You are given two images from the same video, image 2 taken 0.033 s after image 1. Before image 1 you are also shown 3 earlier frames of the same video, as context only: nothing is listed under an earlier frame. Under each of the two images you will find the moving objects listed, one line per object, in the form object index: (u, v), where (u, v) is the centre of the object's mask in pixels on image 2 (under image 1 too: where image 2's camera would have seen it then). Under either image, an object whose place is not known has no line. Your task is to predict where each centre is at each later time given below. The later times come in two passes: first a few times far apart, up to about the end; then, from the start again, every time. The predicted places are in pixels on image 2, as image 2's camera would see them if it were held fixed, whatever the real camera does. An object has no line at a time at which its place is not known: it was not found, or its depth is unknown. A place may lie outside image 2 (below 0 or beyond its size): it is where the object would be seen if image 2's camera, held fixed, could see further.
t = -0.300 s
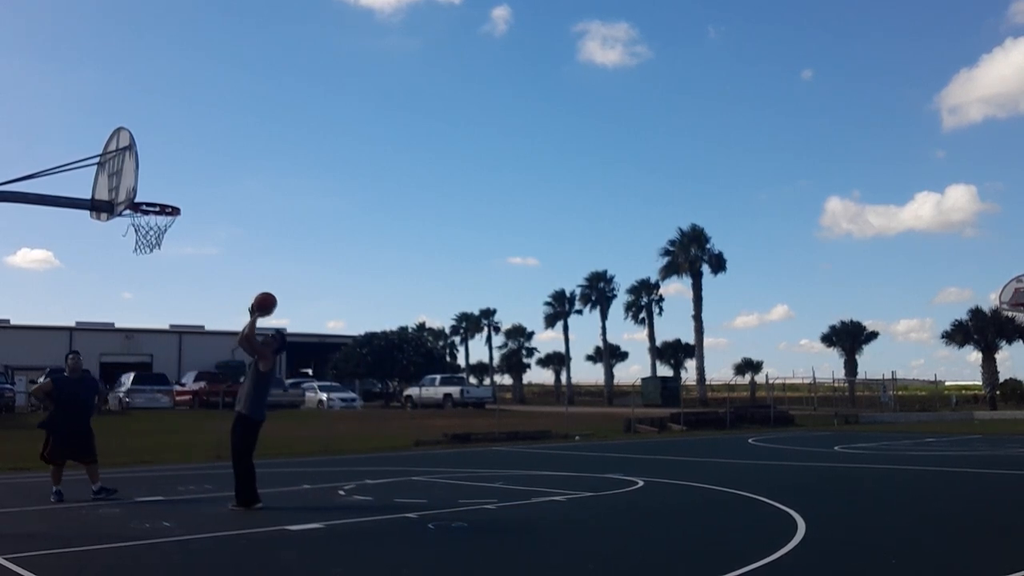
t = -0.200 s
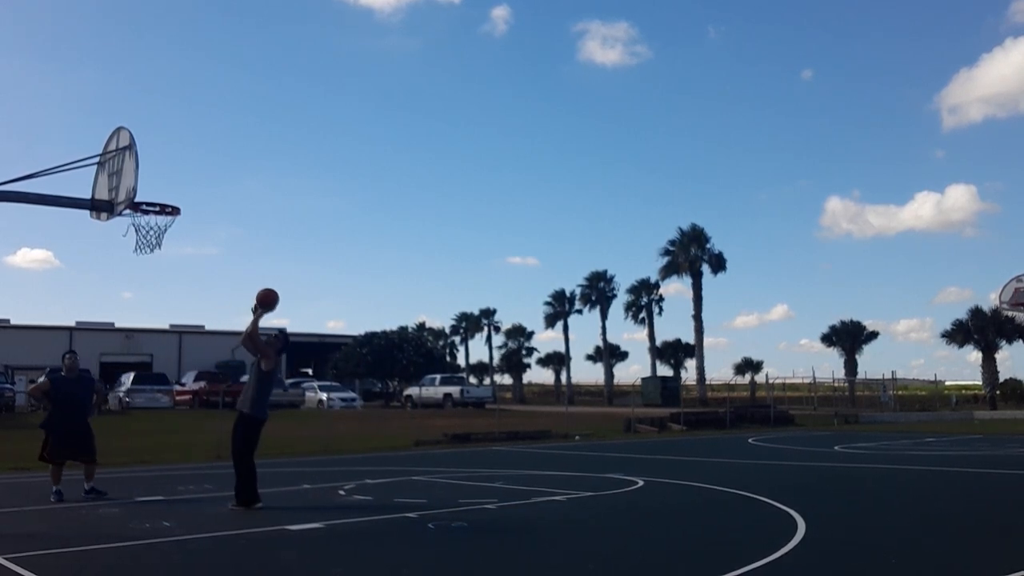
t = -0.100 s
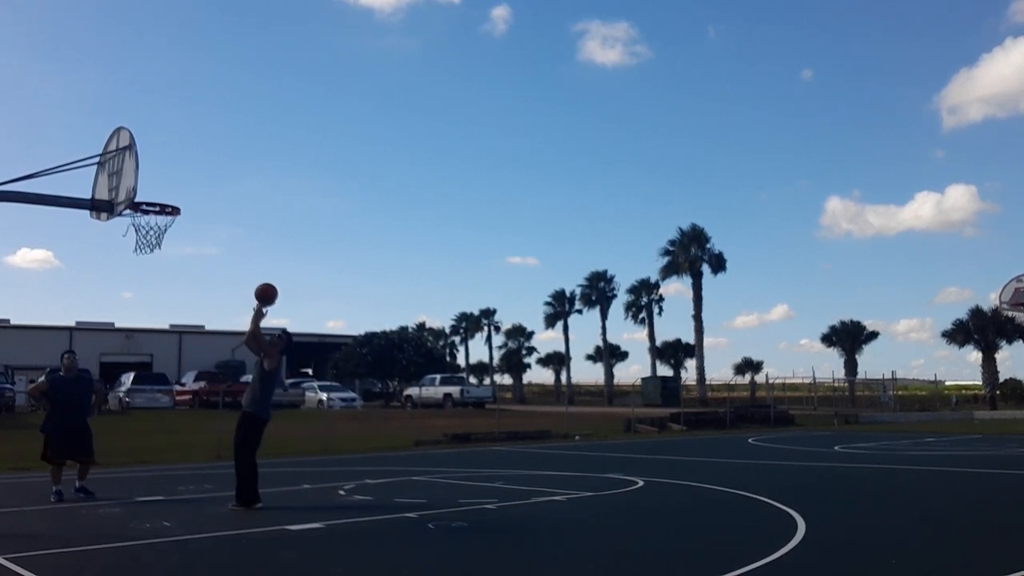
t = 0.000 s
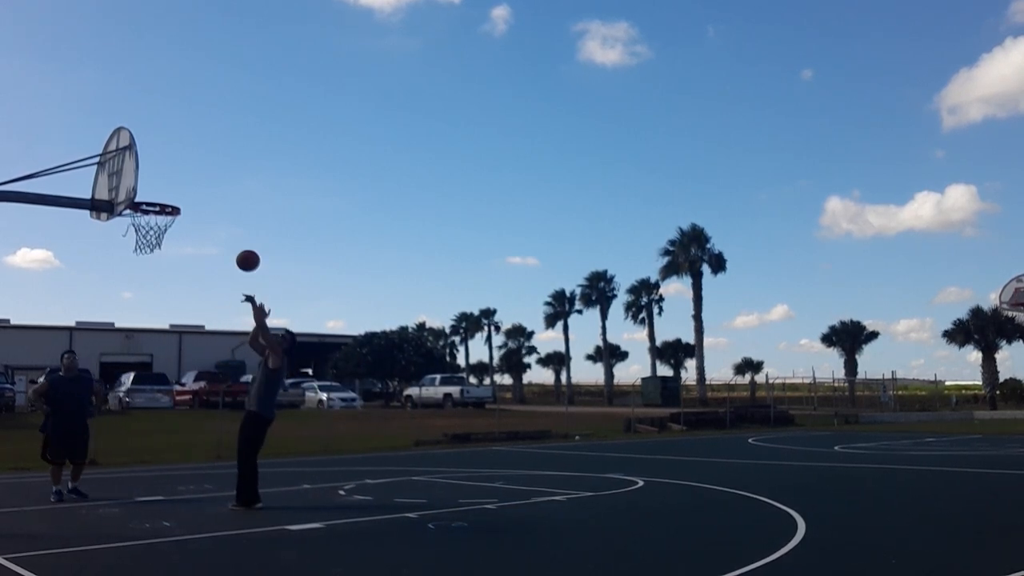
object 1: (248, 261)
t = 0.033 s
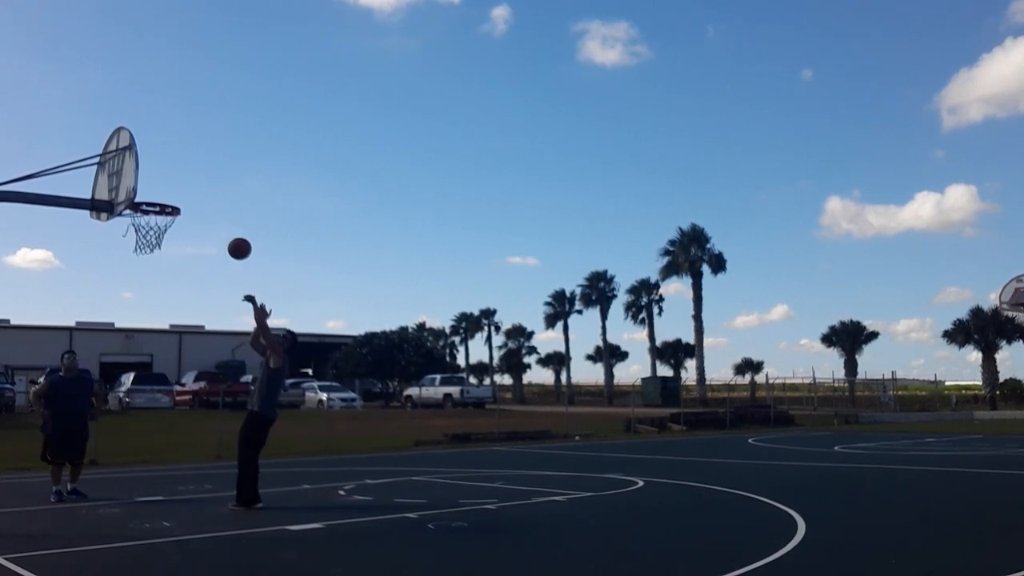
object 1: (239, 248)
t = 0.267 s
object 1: (179, 188)
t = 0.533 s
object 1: (148, 193)
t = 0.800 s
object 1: (150, 253)
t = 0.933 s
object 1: (135, 297)
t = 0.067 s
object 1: (231, 237)
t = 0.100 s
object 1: (222, 226)
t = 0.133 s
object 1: (214, 217)
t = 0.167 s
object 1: (205, 209)
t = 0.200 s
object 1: (196, 201)
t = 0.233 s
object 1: (187, 194)
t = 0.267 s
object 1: (179, 188)
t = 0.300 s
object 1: (170, 184)
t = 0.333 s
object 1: (160, 180)
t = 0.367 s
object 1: (151, 178)
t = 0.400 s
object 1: (145, 176)
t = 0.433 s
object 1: (140, 176)
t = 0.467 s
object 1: (140, 179)
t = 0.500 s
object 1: (144, 185)
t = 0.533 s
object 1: (148, 193)
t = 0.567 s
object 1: (155, 200)
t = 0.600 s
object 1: (163, 210)
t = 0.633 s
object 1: (167, 218)
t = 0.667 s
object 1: (163, 224)
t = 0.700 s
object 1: (160, 232)
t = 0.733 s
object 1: (157, 238)
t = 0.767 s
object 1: (153, 245)
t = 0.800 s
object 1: (150, 253)
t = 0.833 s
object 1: (146, 262)
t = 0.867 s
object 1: (143, 273)
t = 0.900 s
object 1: (139, 285)
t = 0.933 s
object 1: (135, 297)
